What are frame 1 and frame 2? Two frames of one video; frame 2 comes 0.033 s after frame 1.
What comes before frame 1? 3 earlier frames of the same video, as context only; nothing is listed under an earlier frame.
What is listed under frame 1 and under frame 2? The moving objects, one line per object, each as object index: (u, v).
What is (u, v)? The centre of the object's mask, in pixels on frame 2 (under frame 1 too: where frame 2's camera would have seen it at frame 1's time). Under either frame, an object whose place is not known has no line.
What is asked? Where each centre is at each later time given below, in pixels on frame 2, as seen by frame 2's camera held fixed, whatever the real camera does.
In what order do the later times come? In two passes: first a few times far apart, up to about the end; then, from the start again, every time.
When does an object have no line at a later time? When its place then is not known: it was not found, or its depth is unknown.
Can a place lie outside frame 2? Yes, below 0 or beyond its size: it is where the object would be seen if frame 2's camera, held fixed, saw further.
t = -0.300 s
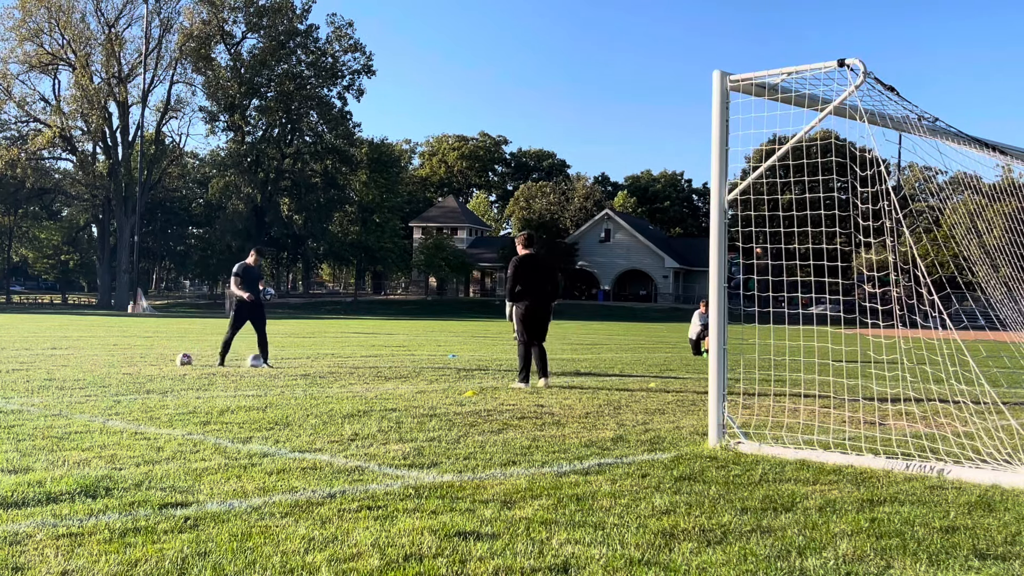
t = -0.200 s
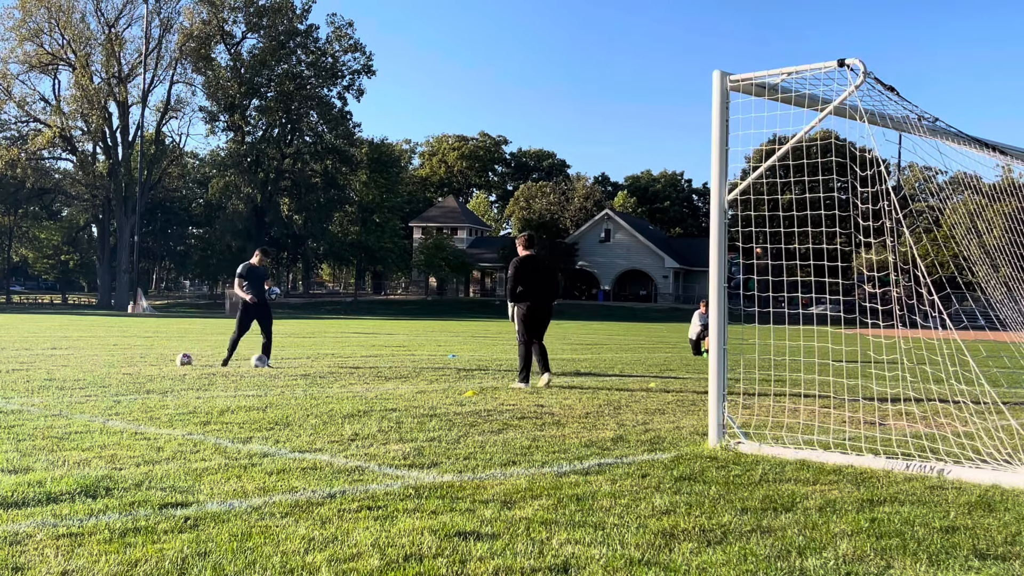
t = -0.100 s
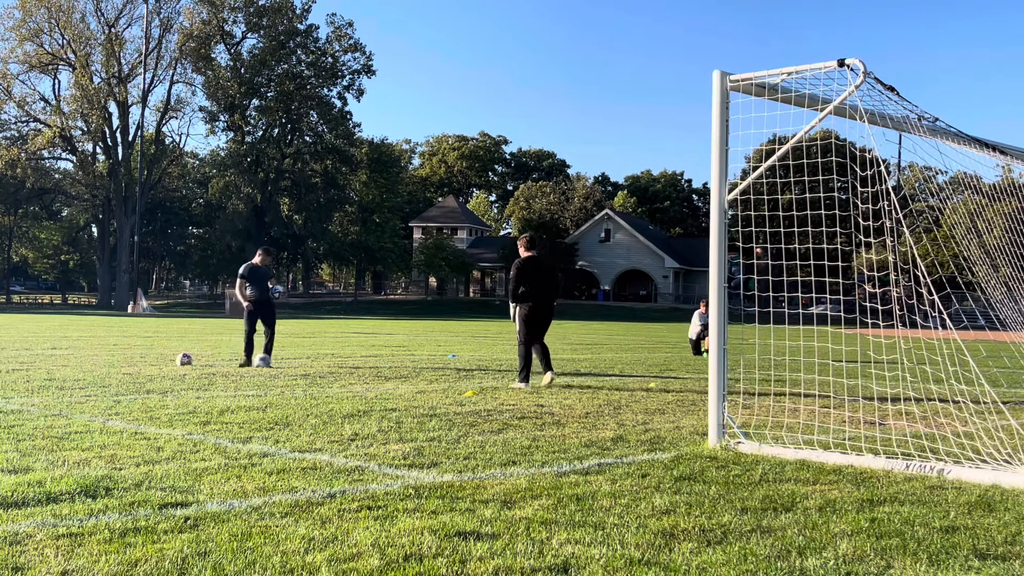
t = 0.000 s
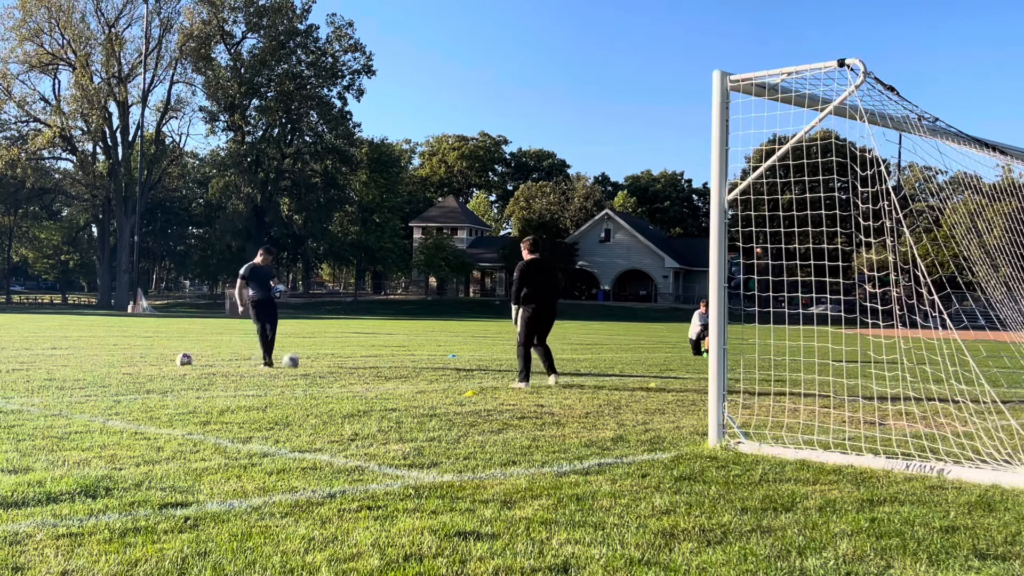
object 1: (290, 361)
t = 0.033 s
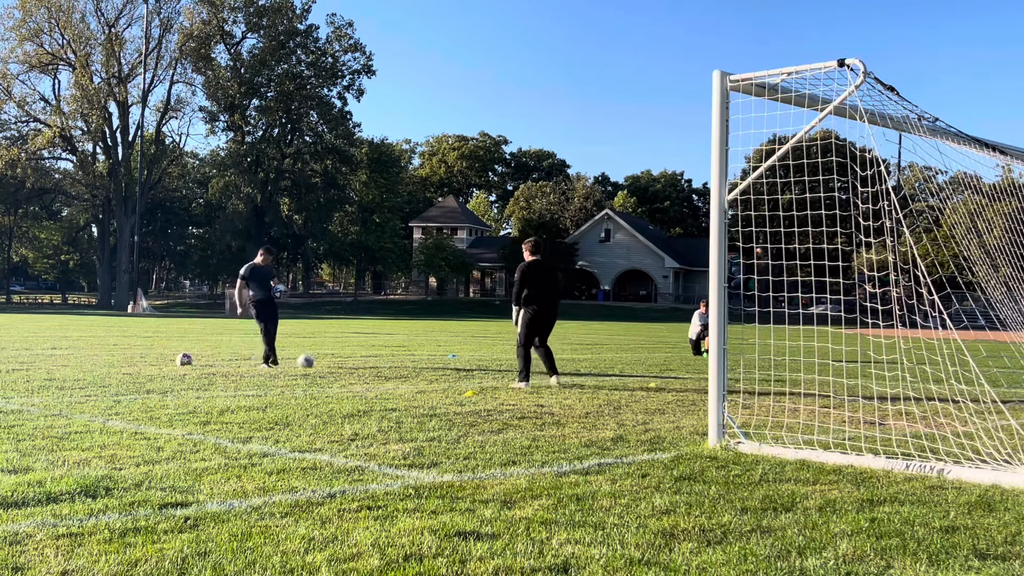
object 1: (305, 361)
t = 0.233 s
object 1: (379, 362)
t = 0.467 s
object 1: (450, 366)
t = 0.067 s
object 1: (318, 361)
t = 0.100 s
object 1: (331, 362)
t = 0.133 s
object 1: (344, 362)
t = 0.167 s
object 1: (357, 362)
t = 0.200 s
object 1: (368, 363)
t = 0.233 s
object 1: (379, 362)
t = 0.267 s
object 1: (390, 362)
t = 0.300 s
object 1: (401, 362)
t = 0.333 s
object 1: (411, 364)
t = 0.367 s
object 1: (420, 366)
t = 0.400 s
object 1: (431, 366)
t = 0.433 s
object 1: (441, 367)
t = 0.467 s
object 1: (450, 366)
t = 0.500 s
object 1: (459, 366)
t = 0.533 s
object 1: (468, 367)
